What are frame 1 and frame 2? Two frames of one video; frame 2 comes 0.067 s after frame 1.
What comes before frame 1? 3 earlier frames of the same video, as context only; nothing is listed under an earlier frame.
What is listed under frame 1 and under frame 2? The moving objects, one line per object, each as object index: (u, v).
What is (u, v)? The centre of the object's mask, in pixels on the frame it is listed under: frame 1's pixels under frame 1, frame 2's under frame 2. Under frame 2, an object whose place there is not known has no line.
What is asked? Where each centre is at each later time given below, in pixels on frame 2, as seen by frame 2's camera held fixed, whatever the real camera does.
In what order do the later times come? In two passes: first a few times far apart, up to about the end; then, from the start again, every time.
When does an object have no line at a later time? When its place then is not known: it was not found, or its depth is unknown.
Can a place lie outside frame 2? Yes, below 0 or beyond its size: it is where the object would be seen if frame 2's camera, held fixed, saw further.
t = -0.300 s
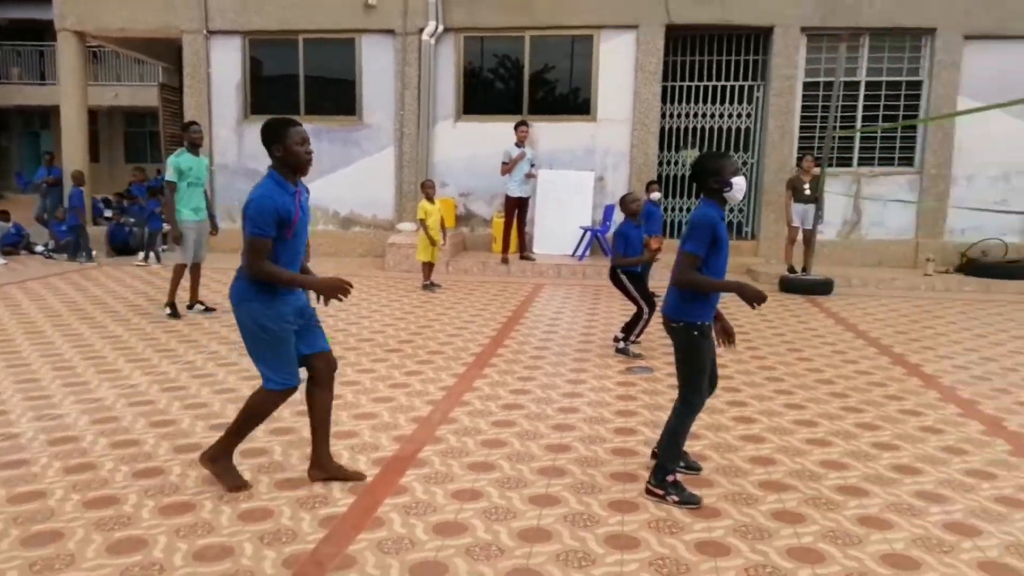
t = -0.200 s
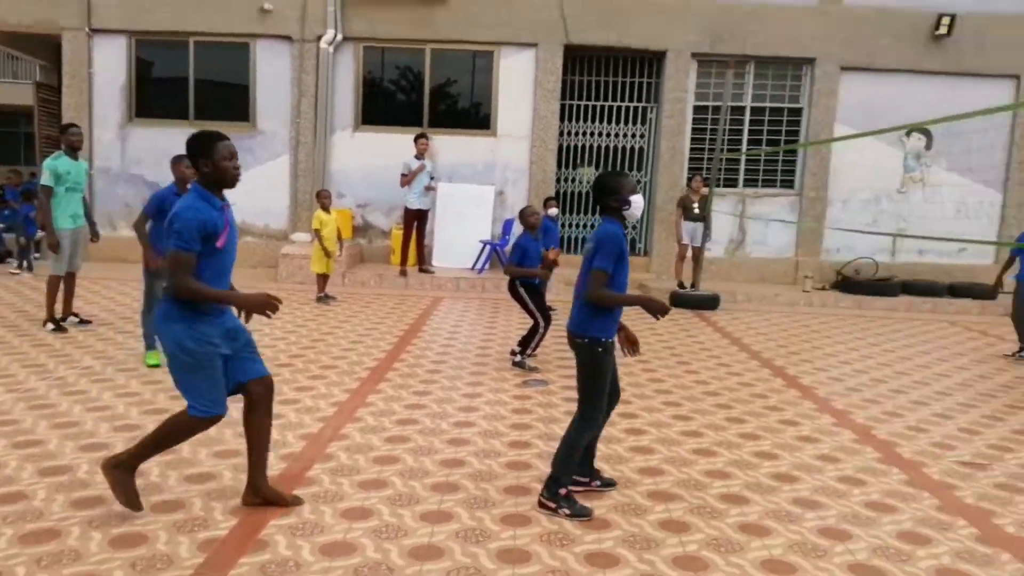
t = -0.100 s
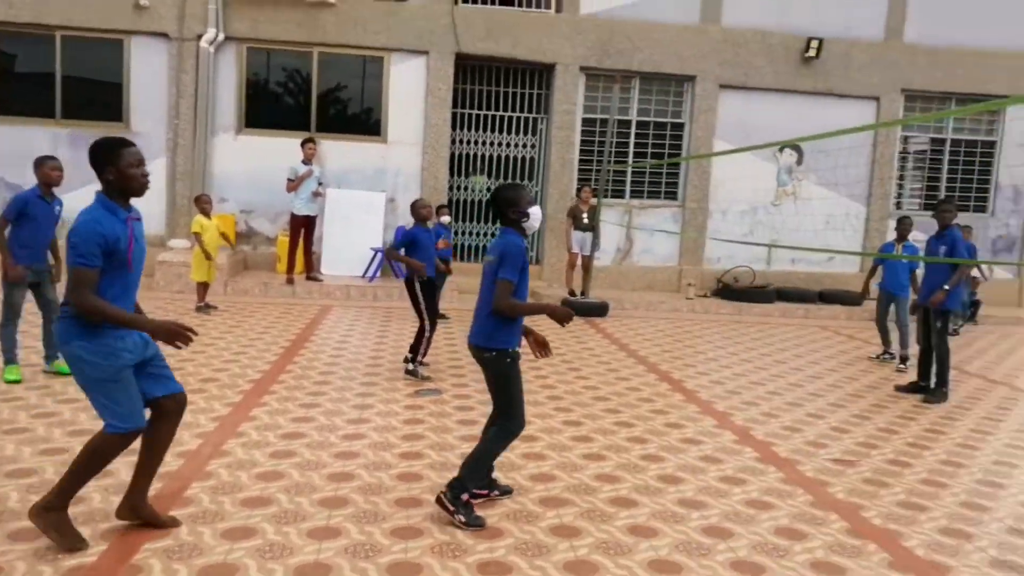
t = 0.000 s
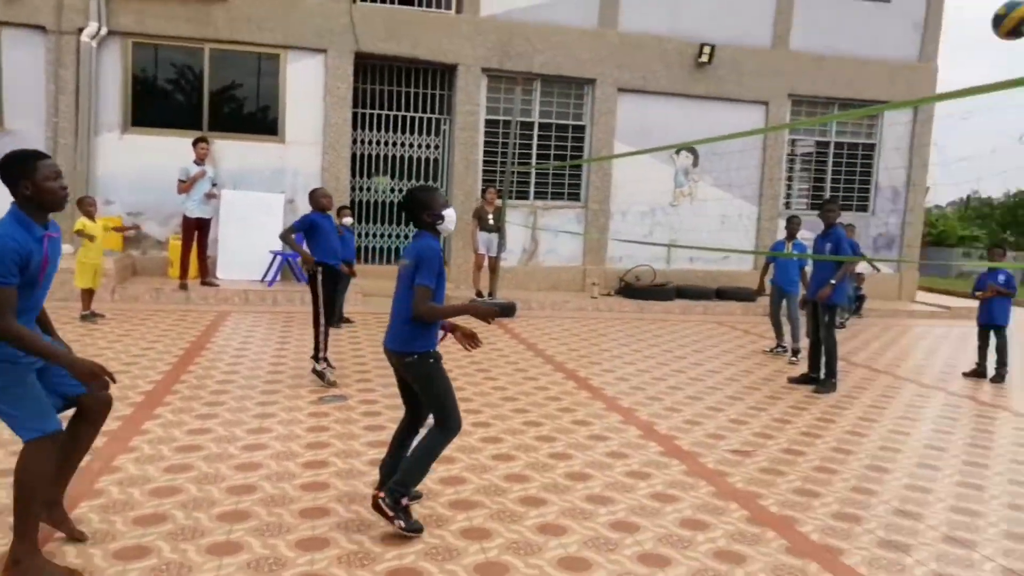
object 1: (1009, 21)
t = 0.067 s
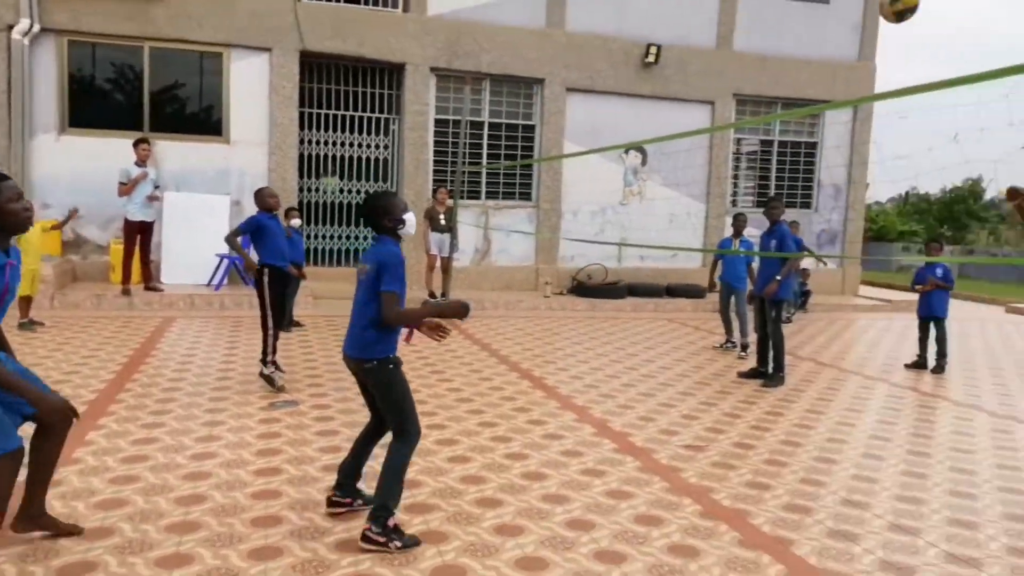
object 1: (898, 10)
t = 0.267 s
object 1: (773, 4)
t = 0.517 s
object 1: (656, 83)
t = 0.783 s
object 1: (556, 223)
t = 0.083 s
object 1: (886, 7)
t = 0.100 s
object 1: (876, 5)
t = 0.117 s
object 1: (865, 4)
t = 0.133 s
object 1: (854, 4)
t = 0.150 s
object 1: (843, 4)
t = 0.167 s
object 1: (831, 3)
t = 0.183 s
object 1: (822, 2)
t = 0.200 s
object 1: (811, 2)
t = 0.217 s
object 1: (801, 1)
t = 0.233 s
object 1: (792, 2)
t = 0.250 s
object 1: (783, 2)
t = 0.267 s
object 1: (773, 4)
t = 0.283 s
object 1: (764, 7)
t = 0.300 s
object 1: (755, 11)
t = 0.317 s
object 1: (746, 16)
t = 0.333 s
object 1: (737, 19)
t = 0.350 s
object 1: (728, 23)
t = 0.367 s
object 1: (721, 28)
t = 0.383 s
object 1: (713, 34)
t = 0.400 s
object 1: (705, 40)
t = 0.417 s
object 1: (698, 46)
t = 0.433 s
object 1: (688, 53)
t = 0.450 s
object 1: (682, 58)
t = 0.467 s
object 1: (676, 63)
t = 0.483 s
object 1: (668, 70)
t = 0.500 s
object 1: (661, 77)
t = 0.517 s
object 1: (656, 83)
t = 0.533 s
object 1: (649, 93)
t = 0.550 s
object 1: (641, 99)
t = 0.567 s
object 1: (635, 108)
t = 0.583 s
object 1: (628, 116)
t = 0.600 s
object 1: (622, 124)
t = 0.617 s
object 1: (615, 133)
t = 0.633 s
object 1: (608, 140)
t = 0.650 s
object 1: (602, 149)
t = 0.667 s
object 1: (596, 158)
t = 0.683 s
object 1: (591, 169)
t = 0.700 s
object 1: (585, 176)
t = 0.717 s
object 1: (579, 185)
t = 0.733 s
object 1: (573, 195)
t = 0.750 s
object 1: (567, 204)
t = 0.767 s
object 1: (562, 215)
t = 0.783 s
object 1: (556, 223)
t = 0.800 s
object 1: (552, 233)
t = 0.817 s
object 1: (546, 244)
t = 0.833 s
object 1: (541, 255)
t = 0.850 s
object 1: (536, 264)
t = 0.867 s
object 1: (533, 274)
